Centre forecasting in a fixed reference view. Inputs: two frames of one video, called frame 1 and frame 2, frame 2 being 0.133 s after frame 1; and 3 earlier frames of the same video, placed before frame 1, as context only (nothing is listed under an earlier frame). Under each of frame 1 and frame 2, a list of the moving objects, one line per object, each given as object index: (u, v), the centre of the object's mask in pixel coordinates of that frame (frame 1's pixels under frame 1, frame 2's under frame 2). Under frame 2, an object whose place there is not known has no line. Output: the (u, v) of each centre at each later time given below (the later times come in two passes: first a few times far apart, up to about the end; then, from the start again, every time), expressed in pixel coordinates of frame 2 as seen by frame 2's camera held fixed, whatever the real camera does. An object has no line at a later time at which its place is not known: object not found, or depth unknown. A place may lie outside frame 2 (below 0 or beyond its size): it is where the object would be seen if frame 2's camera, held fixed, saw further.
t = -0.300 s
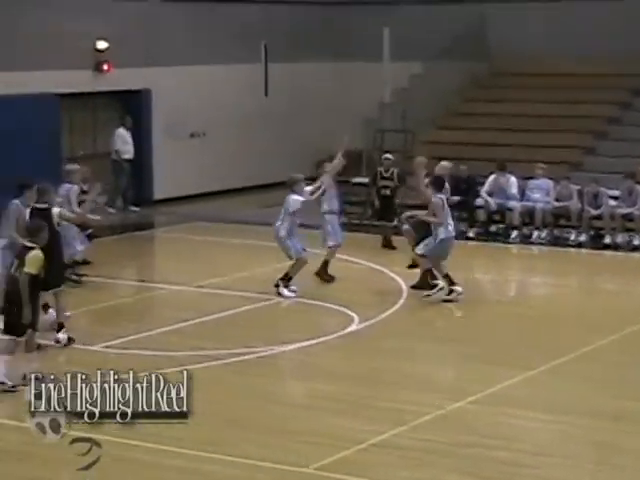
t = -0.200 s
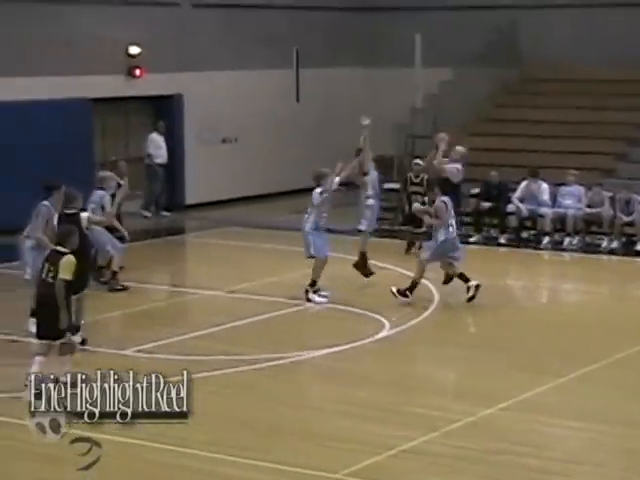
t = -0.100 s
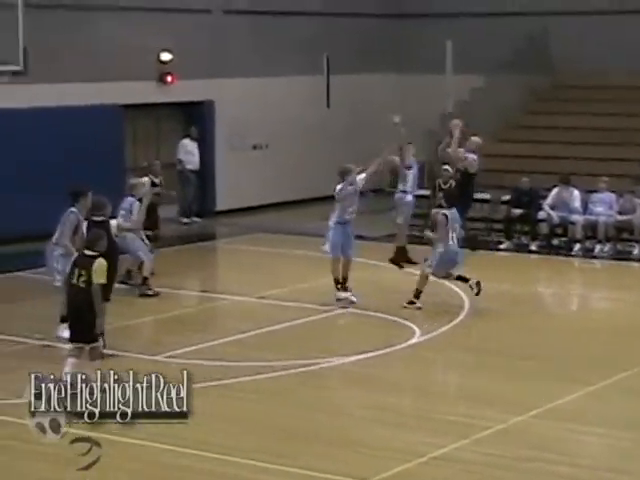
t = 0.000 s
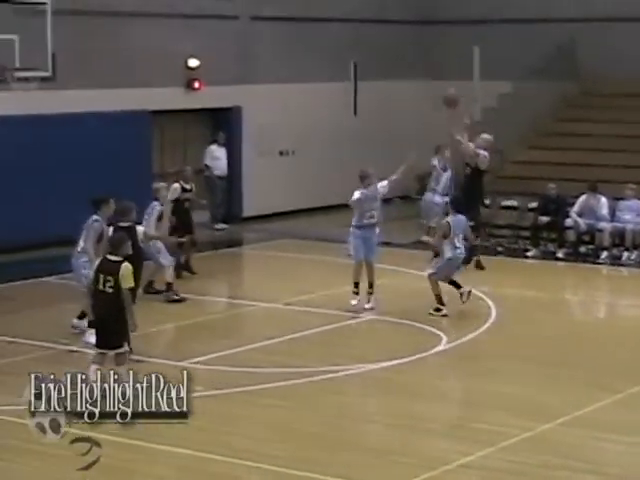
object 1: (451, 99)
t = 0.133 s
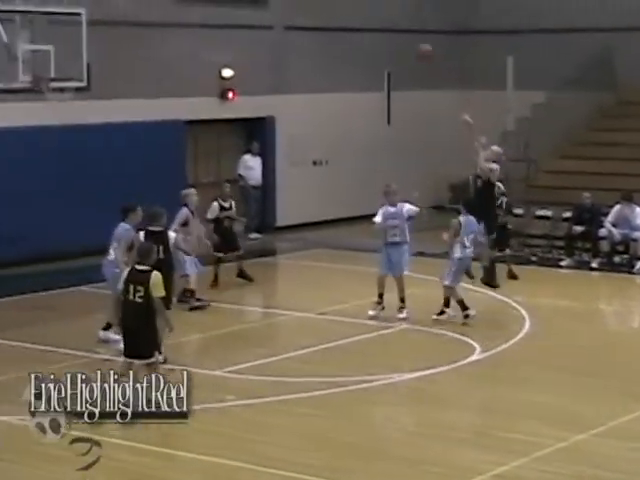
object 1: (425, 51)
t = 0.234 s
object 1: (381, 22)
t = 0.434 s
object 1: (295, -16)
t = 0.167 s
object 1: (410, 40)
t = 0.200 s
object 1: (395, 31)
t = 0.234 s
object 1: (381, 22)
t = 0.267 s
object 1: (366, 13)
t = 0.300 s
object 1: (351, 5)
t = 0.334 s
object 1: (338, -2)
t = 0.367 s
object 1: (324, -7)
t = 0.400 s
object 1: (310, -13)
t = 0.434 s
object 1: (295, -16)
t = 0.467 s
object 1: (282, -21)
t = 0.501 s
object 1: (268, -23)
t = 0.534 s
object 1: (255, -27)
